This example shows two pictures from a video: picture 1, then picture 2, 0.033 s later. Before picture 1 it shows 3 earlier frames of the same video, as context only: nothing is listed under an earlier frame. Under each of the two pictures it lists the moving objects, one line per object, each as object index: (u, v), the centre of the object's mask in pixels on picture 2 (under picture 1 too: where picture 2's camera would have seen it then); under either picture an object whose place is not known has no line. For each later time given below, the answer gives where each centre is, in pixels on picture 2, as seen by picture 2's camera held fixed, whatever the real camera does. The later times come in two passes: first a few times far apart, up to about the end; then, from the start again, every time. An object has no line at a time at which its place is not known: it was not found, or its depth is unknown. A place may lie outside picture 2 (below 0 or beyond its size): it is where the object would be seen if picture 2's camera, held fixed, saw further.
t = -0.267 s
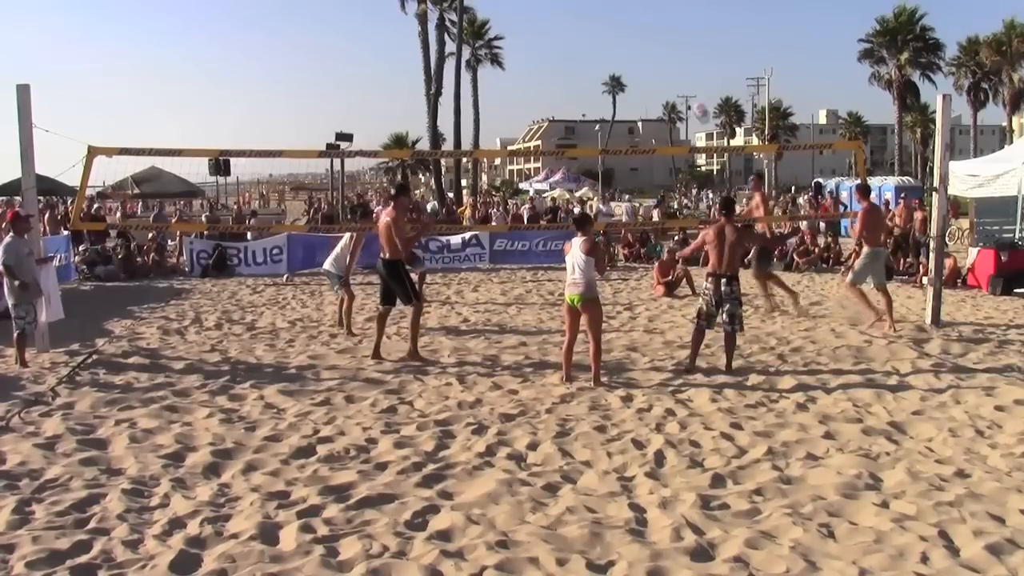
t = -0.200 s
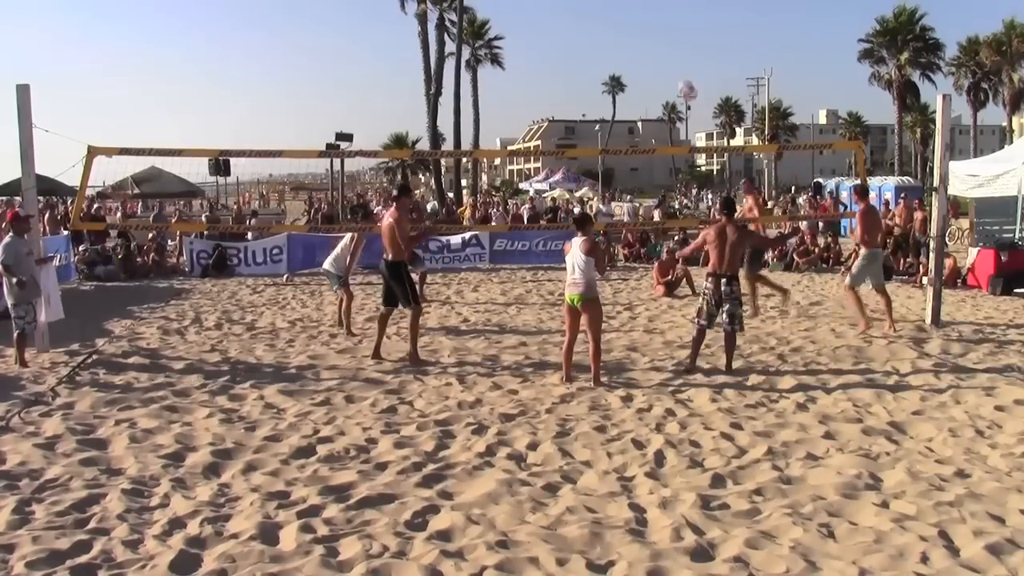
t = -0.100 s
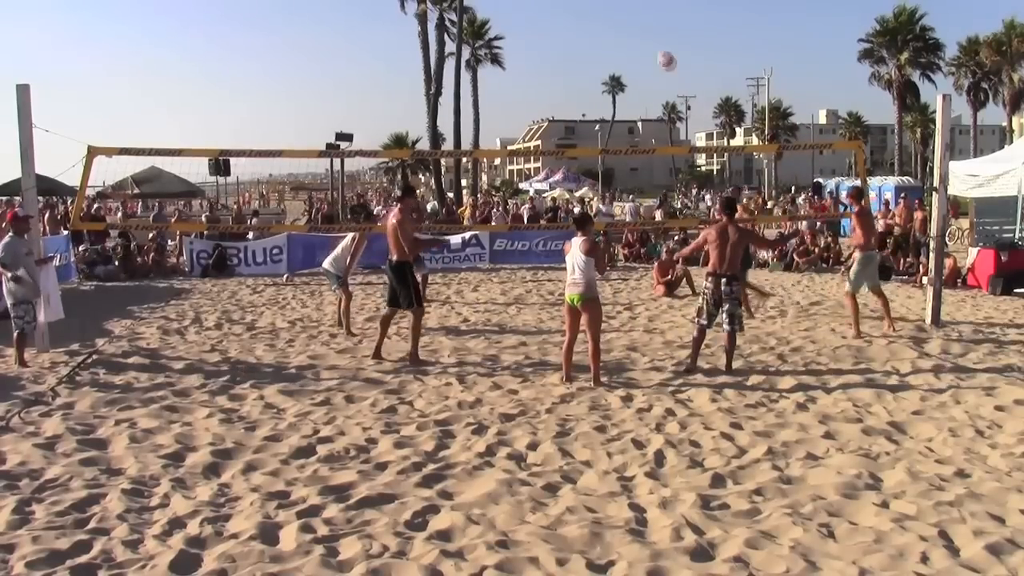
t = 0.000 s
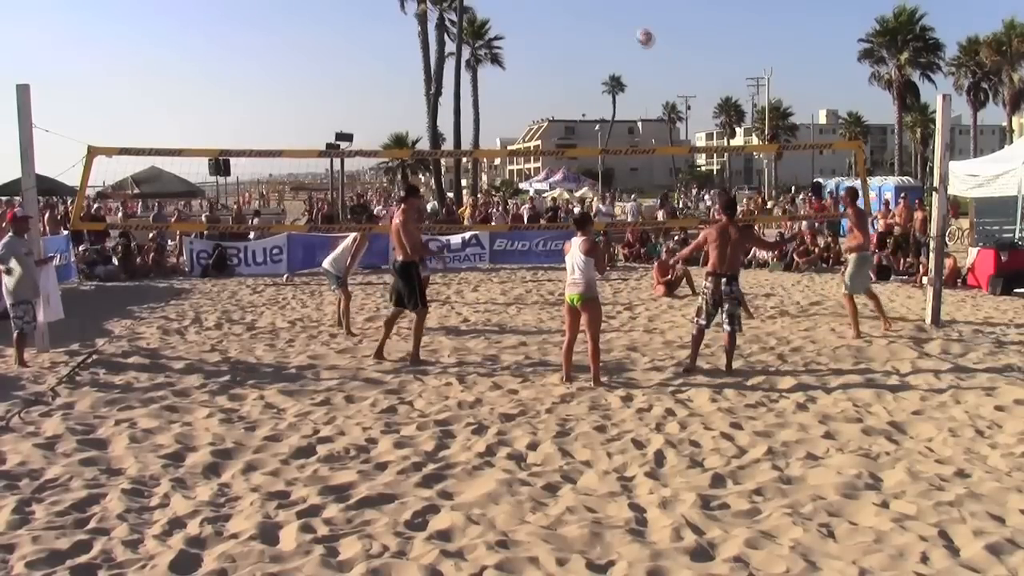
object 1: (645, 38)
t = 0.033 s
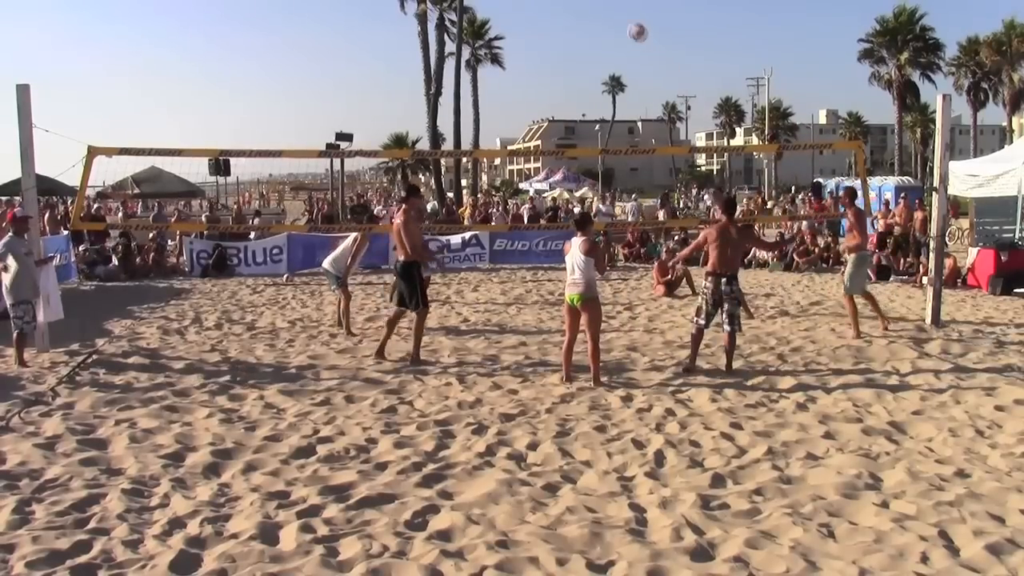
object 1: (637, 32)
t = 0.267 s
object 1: (583, 14)
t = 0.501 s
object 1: (523, 42)
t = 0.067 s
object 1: (629, 27)
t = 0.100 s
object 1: (622, 22)
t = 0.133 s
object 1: (614, 19)
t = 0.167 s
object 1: (607, 16)
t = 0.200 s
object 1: (599, 14)
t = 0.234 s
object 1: (591, 13)
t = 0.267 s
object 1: (583, 14)
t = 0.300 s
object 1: (574, 14)
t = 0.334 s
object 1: (566, 17)
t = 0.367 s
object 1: (557, 19)
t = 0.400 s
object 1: (549, 23)
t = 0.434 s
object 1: (541, 29)
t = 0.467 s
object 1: (532, 35)
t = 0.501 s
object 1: (523, 42)
